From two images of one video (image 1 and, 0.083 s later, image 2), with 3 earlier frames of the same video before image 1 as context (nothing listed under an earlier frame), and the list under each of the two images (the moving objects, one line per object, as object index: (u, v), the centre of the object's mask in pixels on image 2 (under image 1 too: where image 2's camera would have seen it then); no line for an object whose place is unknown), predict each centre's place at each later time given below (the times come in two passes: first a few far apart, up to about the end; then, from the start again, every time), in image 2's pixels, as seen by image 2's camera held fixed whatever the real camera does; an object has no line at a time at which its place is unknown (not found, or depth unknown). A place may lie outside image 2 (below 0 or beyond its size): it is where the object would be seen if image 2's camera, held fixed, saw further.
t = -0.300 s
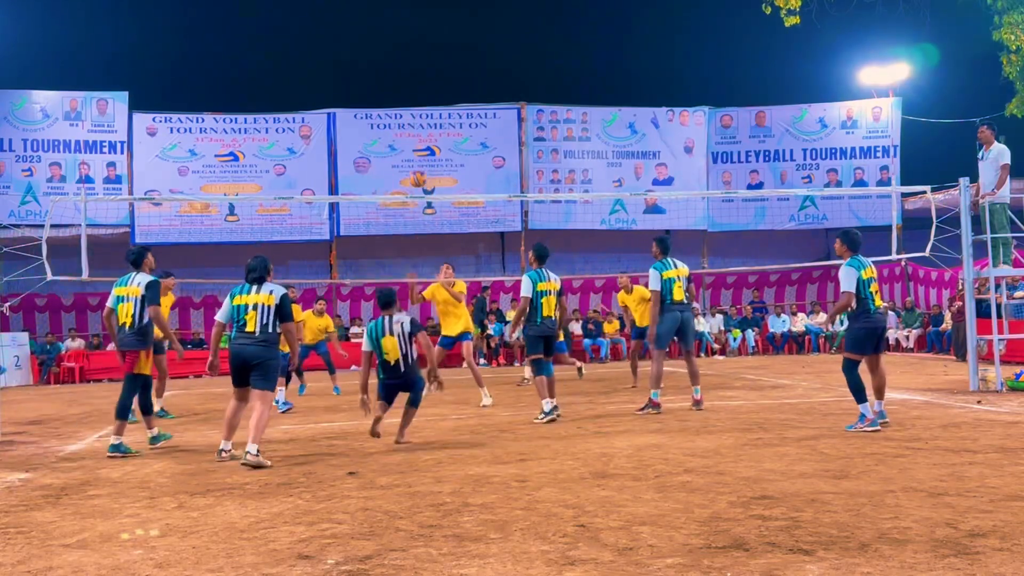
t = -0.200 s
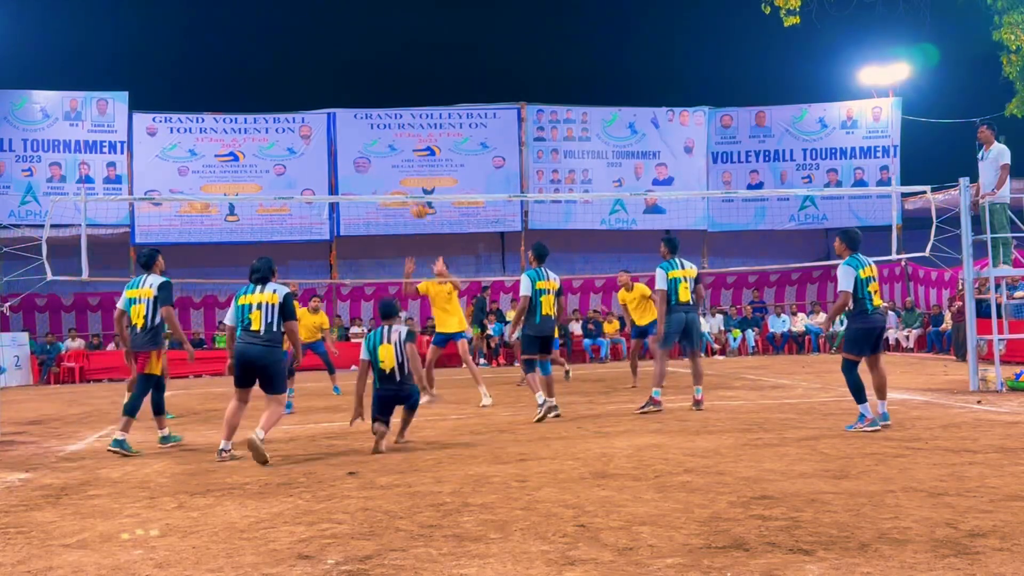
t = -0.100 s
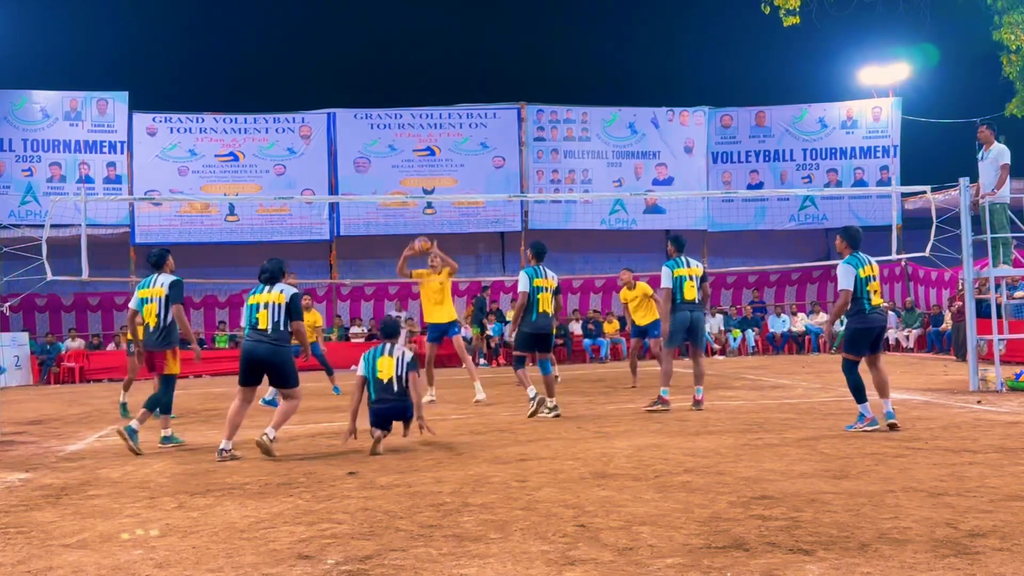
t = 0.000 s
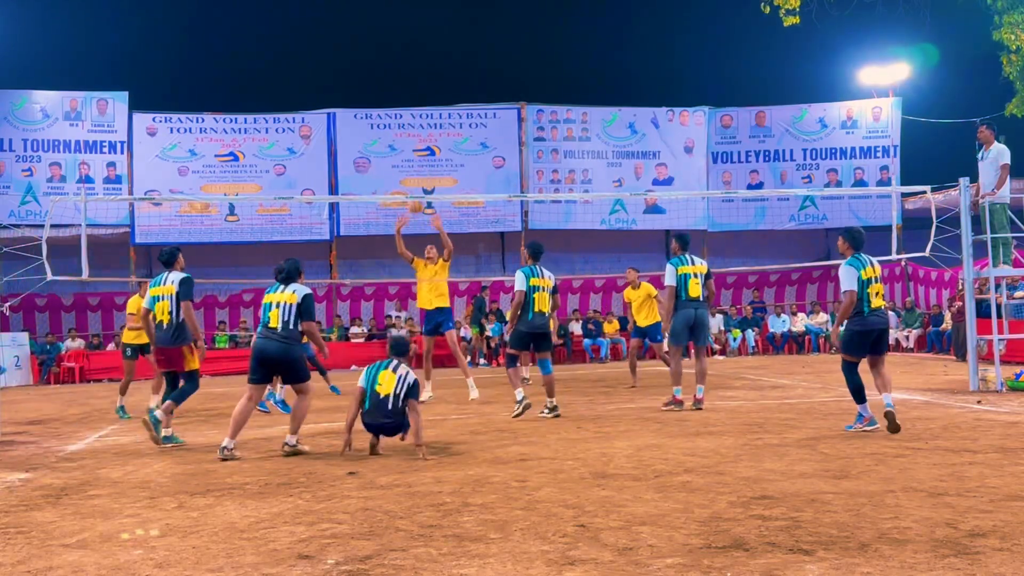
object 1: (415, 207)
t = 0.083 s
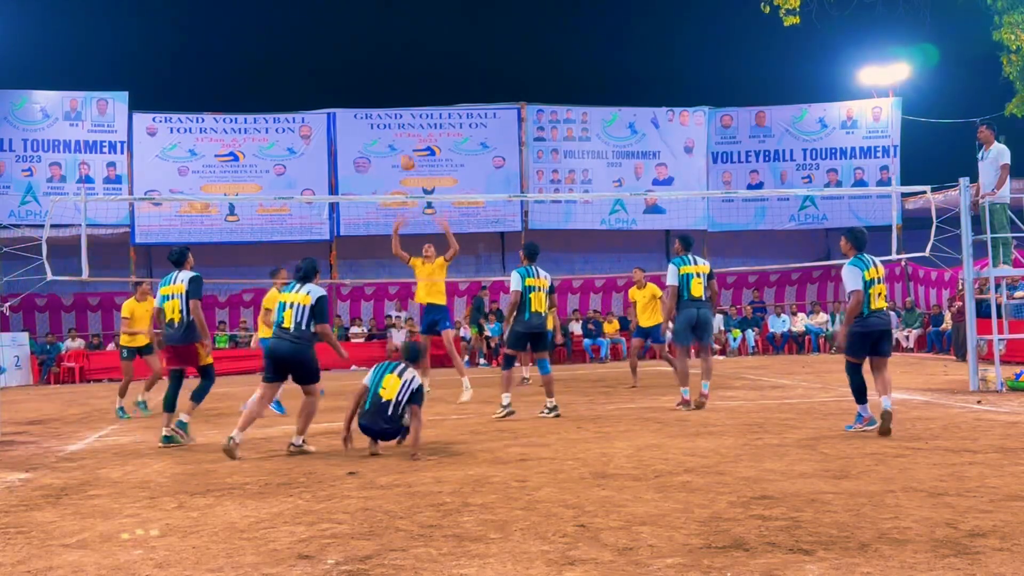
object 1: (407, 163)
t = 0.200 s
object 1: (397, 113)
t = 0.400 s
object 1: (379, 53)
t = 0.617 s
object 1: (361, 23)
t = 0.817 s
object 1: (346, 29)
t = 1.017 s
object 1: (333, 70)
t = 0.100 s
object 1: (406, 155)
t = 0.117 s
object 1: (405, 147)
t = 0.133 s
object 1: (403, 140)
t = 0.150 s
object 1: (401, 133)
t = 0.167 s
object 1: (400, 127)
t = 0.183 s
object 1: (399, 120)
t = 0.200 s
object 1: (397, 113)
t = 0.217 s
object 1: (396, 107)
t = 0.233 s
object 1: (394, 100)
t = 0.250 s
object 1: (393, 96)
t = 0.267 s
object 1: (391, 90)
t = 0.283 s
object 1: (390, 84)
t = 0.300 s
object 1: (388, 79)
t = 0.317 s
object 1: (387, 74)
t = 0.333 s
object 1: (385, 69)
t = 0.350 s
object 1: (384, 65)
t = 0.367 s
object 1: (382, 61)
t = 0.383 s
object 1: (381, 57)
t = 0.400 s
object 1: (379, 53)
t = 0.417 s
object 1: (378, 49)
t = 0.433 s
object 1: (376, 46)
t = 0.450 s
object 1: (375, 43)
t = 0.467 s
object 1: (374, 40)
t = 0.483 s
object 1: (372, 37)
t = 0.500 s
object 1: (371, 34)
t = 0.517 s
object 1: (369, 32)
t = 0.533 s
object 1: (368, 30)
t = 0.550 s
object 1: (367, 28)
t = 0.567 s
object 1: (365, 26)
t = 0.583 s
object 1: (364, 25)
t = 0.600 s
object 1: (363, 24)
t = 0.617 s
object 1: (361, 23)
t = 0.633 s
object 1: (360, 22)
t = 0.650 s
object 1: (359, 21)
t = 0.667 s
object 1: (357, 21)
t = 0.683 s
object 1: (356, 21)
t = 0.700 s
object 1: (355, 21)
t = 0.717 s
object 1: (354, 21)
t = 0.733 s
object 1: (352, 22)
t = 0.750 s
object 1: (351, 23)
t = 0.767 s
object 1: (350, 24)
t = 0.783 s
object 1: (348, 25)
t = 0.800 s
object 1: (347, 27)
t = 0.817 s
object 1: (346, 29)
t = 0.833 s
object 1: (345, 31)
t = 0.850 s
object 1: (343, 33)
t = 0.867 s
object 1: (342, 36)
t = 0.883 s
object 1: (341, 38)
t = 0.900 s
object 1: (340, 42)
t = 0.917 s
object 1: (339, 45)
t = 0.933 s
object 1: (338, 48)
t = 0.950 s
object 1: (337, 52)
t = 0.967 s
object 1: (336, 56)
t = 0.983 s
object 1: (335, 60)
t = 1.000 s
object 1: (334, 65)
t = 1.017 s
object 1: (333, 70)
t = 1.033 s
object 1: (332, 75)
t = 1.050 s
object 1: (331, 80)
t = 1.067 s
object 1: (330, 85)
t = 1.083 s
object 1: (329, 91)
